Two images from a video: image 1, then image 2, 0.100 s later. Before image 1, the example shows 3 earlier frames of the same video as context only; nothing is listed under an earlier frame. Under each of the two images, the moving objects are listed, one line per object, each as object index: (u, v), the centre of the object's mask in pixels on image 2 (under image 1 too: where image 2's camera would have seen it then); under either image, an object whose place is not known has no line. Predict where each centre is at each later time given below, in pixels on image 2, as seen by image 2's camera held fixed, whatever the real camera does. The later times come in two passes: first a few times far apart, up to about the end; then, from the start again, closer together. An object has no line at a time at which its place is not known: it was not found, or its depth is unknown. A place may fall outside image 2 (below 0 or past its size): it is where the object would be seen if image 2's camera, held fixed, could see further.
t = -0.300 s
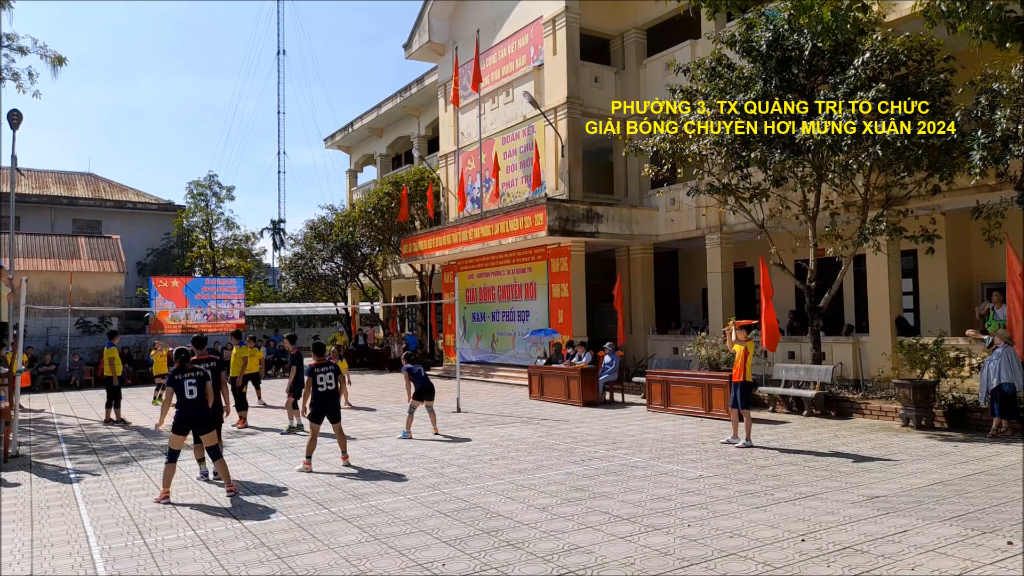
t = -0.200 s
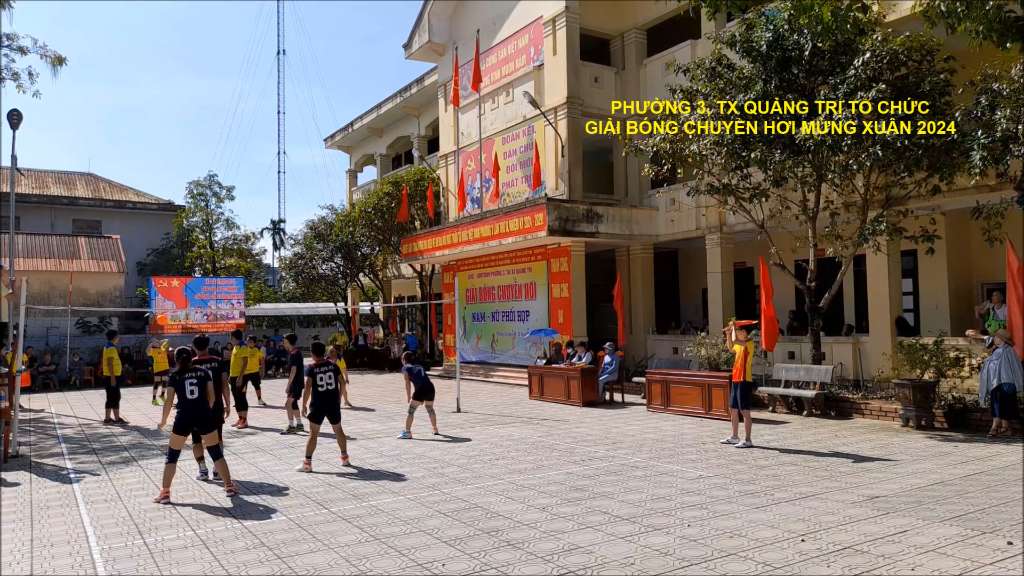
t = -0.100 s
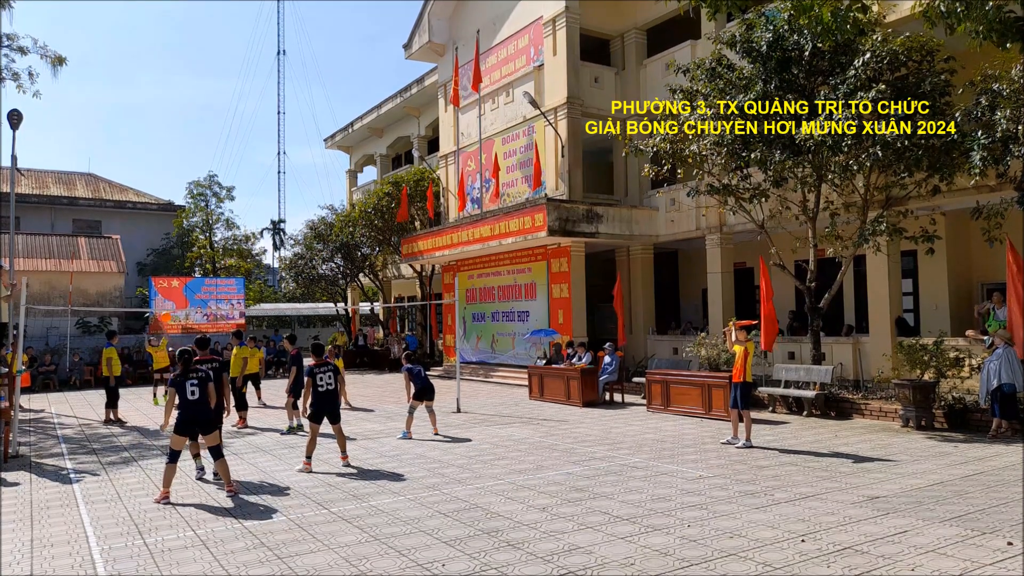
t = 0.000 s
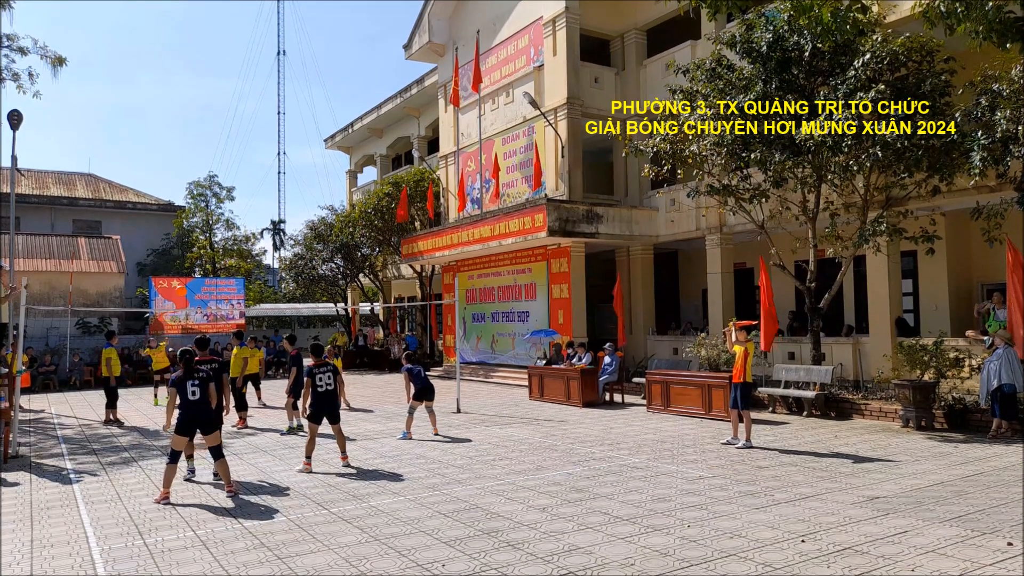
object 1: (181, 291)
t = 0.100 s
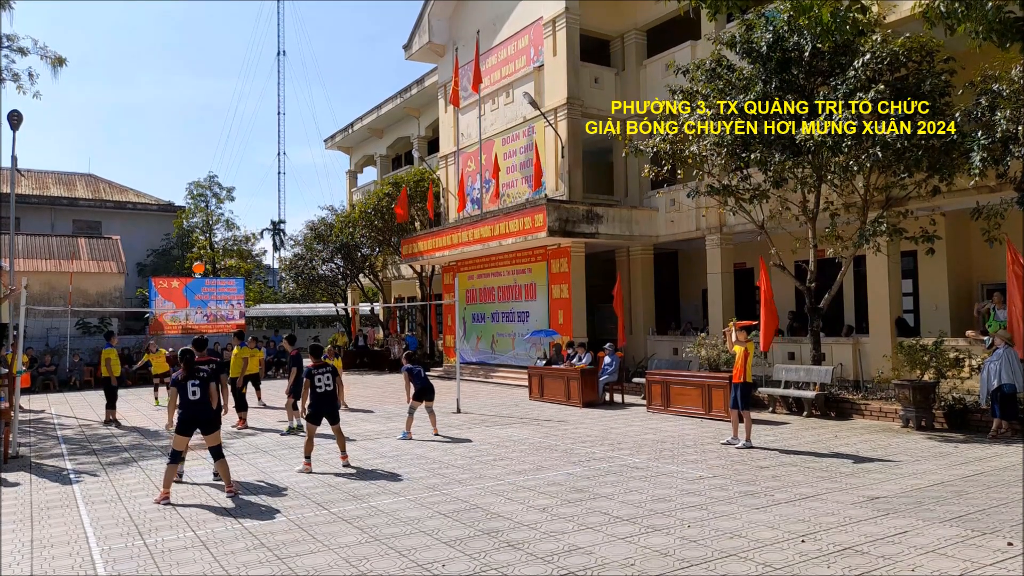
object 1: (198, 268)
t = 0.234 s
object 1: (223, 243)
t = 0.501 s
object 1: (277, 215)
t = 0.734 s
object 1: (327, 221)
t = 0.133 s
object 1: (204, 261)
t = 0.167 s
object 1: (210, 254)
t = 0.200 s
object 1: (216, 248)
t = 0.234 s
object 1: (223, 243)
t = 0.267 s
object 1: (229, 237)
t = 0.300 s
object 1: (235, 232)
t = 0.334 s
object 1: (242, 228)
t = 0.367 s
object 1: (248, 224)
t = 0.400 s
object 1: (255, 221)
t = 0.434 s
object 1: (262, 218)
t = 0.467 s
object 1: (269, 216)
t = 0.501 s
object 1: (277, 215)
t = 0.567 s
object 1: (290, 213)
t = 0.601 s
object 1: (297, 213)
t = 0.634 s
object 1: (305, 214)
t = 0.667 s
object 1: (312, 216)
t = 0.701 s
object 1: (319, 218)
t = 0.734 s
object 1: (327, 221)
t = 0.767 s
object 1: (334, 224)
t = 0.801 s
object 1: (342, 228)
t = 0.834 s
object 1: (349, 233)
